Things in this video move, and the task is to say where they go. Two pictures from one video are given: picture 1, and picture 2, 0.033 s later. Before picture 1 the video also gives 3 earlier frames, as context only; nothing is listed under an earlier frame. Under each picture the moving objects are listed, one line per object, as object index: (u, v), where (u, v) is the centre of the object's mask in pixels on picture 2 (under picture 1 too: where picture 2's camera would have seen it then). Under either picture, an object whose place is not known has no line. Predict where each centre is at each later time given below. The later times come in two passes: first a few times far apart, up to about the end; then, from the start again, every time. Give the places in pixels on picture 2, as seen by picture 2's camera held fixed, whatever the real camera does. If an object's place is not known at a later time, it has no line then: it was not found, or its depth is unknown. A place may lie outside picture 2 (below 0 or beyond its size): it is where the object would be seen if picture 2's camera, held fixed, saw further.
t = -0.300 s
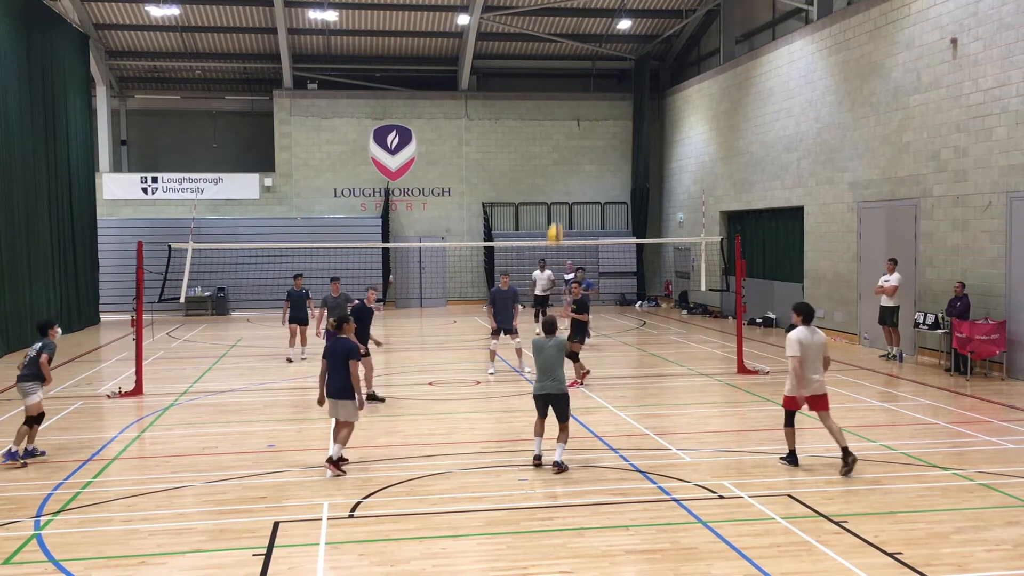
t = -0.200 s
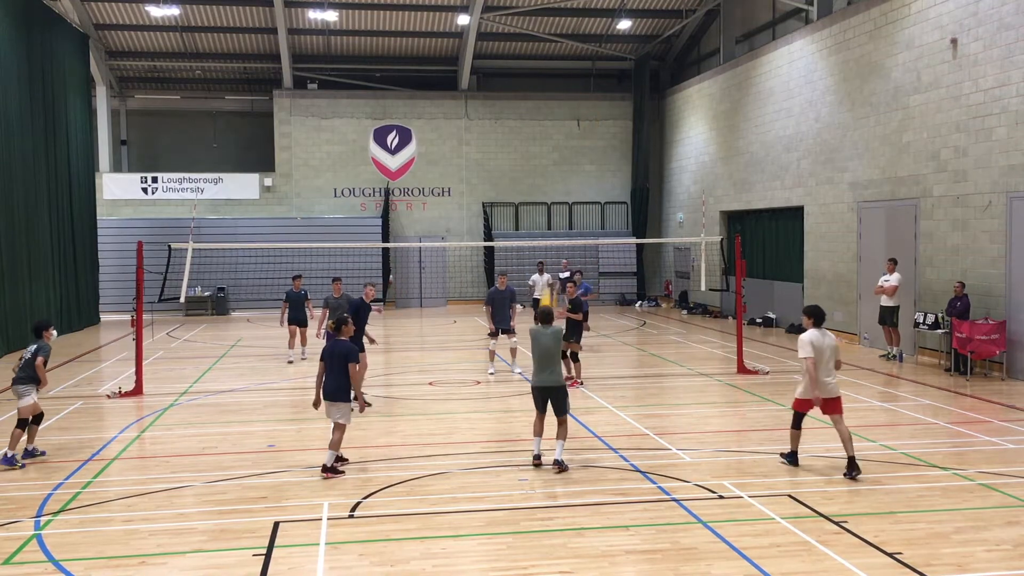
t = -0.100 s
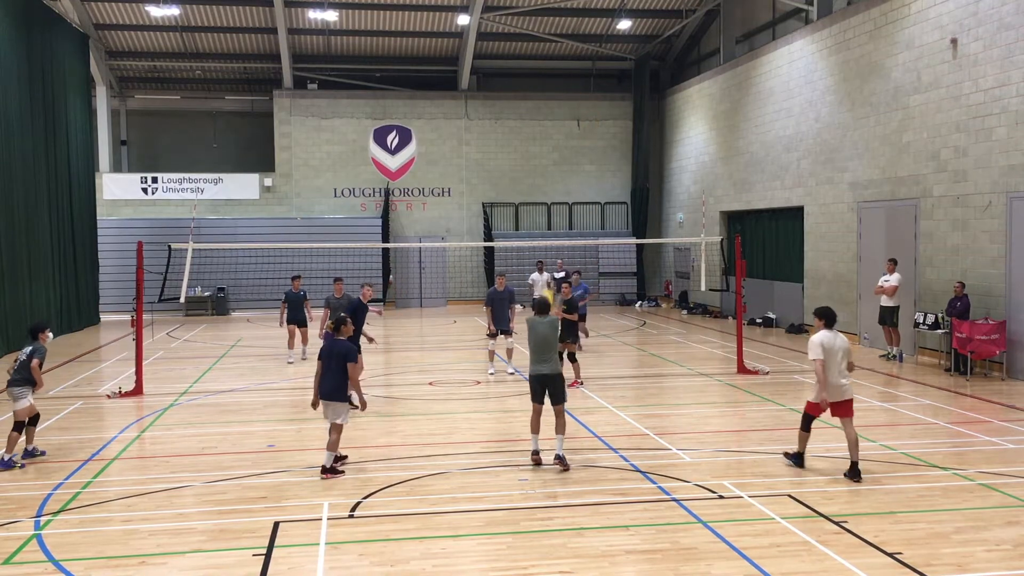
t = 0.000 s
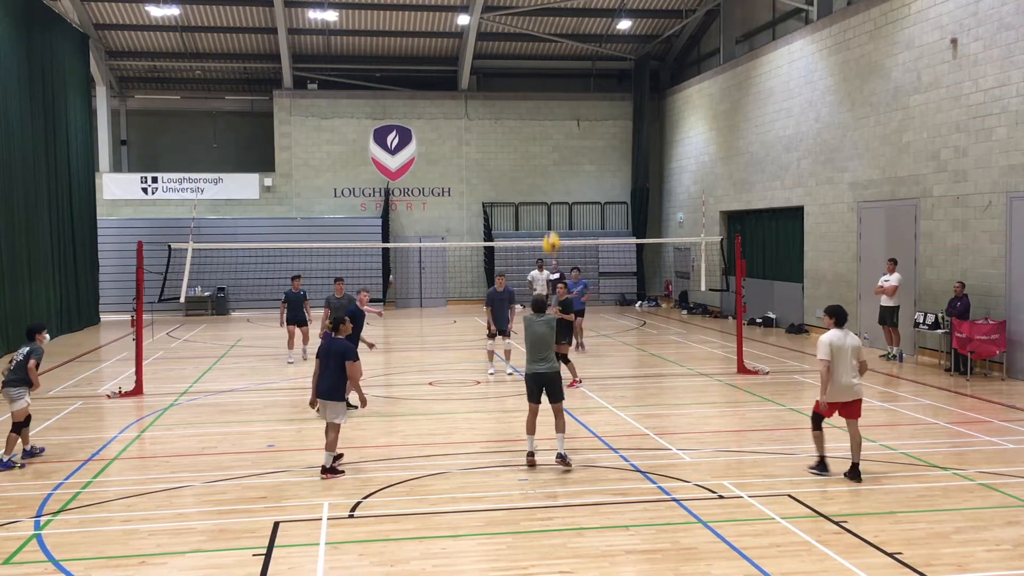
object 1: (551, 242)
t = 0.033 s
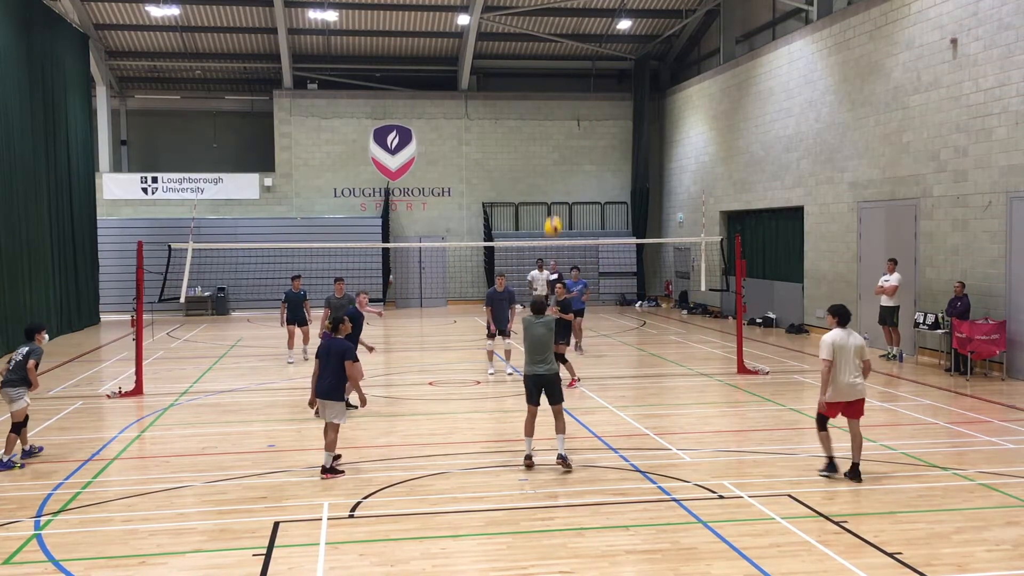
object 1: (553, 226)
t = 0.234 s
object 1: (562, 149)
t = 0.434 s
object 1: (570, 111)
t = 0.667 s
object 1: (579, 107)
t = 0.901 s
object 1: (587, 142)
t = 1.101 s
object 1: (593, 198)
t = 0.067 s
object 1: (554, 211)
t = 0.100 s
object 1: (556, 195)
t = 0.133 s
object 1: (558, 183)
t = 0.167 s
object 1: (559, 170)
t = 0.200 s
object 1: (560, 159)
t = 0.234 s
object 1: (562, 149)
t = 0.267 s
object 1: (563, 140)
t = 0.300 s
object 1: (564, 133)
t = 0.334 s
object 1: (566, 126)
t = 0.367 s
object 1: (567, 120)
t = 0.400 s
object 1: (569, 114)
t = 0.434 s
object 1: (570, 111)
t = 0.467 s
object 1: (572, 108)
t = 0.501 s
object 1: (573, 106)
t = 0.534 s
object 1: (574, 104)
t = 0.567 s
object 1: (575, 104)
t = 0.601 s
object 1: (576, 104)
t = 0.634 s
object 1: (578, 106)
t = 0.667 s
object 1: (579, 107)
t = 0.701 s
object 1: (580, 110)
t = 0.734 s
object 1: (581, 114)
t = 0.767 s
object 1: (582, 118)
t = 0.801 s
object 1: (584, 123)
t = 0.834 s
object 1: (584, 128)
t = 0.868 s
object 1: (586, 135)
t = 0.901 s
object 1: (587, 142)
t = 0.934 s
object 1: (588, 150)
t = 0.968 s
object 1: (590, 158)
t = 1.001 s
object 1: (591, 167)
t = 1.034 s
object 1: (592, 177)
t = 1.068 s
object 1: (593, 187)
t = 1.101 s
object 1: (593, 198)
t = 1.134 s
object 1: (594, 209)
